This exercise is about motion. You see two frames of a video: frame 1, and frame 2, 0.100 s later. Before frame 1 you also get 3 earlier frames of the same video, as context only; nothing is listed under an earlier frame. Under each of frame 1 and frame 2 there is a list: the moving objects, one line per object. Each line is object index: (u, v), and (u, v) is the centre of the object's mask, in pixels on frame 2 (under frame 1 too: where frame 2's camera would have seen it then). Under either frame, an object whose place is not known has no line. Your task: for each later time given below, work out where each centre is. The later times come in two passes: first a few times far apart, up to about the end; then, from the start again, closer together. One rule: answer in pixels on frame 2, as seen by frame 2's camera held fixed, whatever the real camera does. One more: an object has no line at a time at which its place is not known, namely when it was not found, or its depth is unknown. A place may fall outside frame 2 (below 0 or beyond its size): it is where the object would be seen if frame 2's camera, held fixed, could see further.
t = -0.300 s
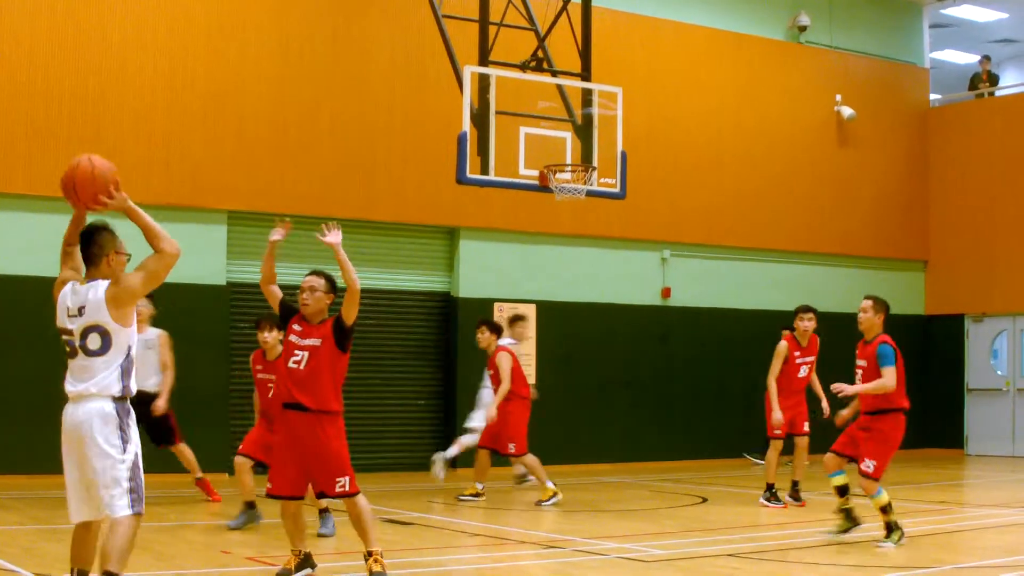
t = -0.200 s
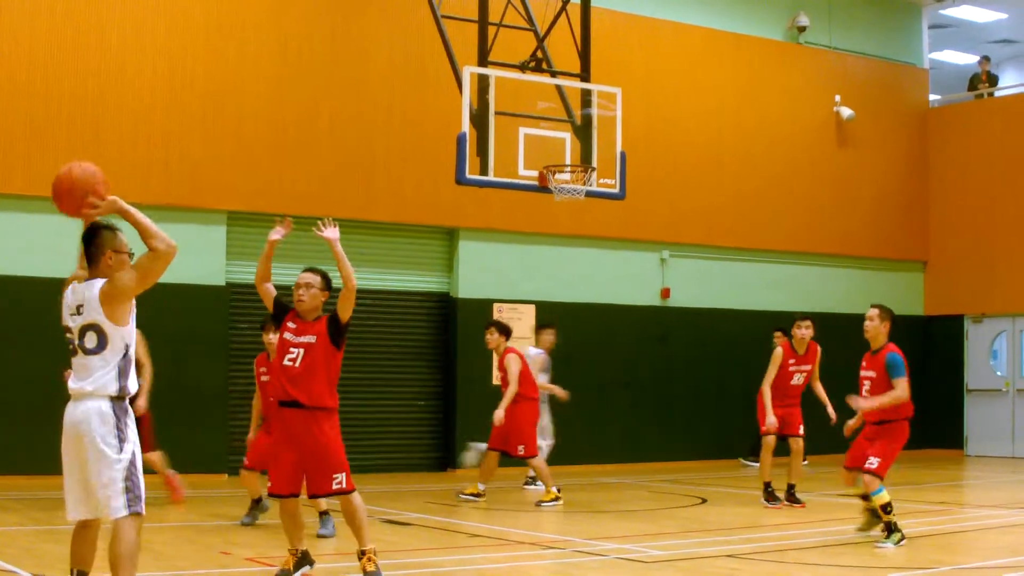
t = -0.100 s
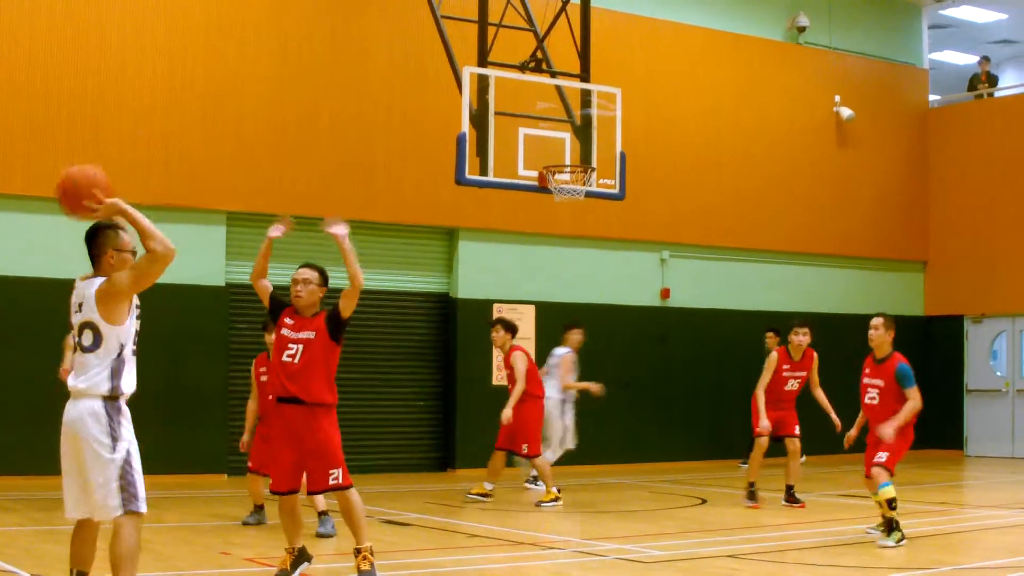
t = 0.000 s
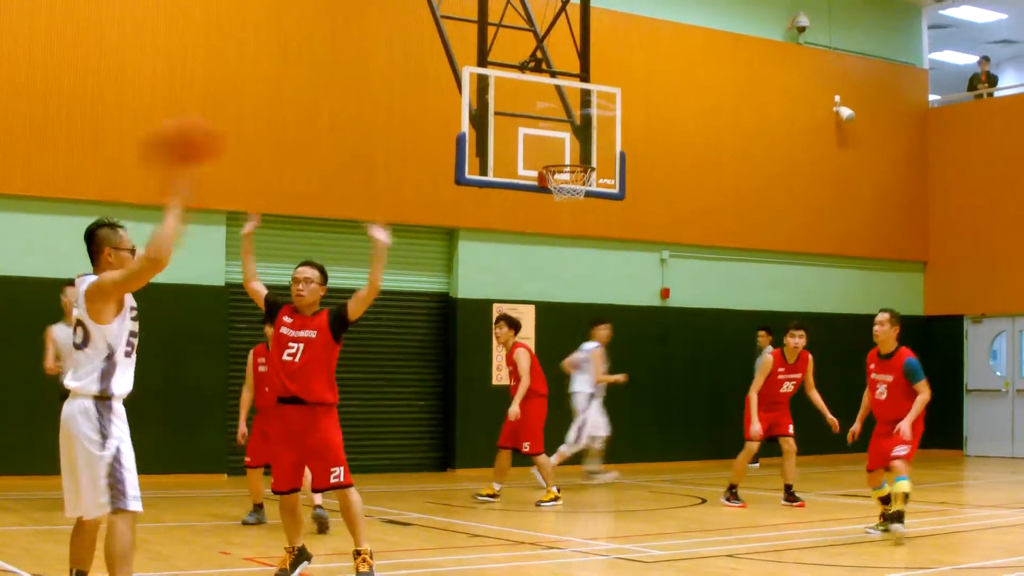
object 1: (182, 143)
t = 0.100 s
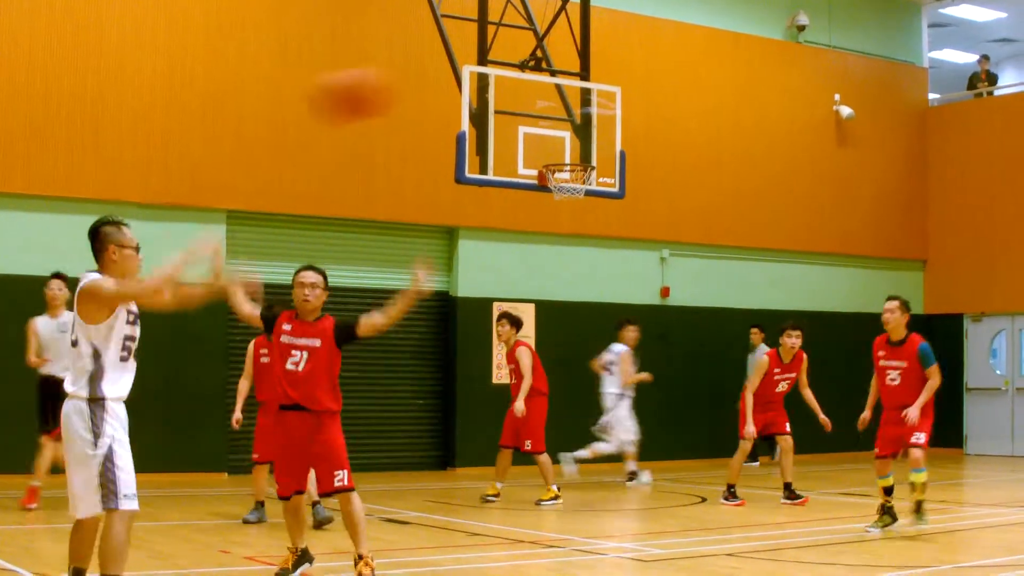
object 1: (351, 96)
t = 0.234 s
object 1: (584, 64)
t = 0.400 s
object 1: (856, 88)
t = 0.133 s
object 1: (409, 85)
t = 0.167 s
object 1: (460, 76)
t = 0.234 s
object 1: (584, 64)
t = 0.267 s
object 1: (634, 67)
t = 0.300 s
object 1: (688, 70)
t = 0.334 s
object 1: (744, 74)
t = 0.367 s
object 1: (799, 81)
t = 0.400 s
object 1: (856, 88)
